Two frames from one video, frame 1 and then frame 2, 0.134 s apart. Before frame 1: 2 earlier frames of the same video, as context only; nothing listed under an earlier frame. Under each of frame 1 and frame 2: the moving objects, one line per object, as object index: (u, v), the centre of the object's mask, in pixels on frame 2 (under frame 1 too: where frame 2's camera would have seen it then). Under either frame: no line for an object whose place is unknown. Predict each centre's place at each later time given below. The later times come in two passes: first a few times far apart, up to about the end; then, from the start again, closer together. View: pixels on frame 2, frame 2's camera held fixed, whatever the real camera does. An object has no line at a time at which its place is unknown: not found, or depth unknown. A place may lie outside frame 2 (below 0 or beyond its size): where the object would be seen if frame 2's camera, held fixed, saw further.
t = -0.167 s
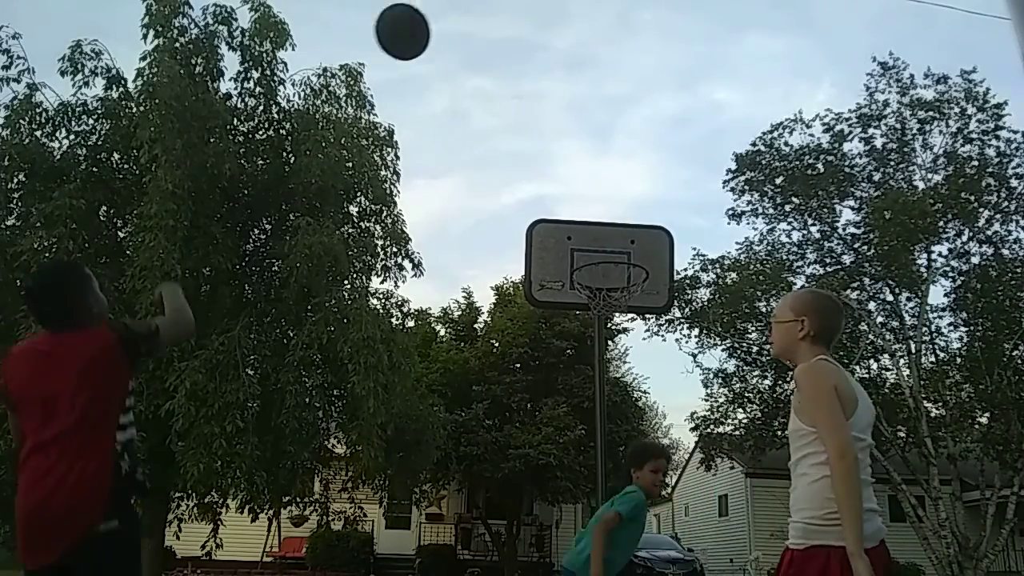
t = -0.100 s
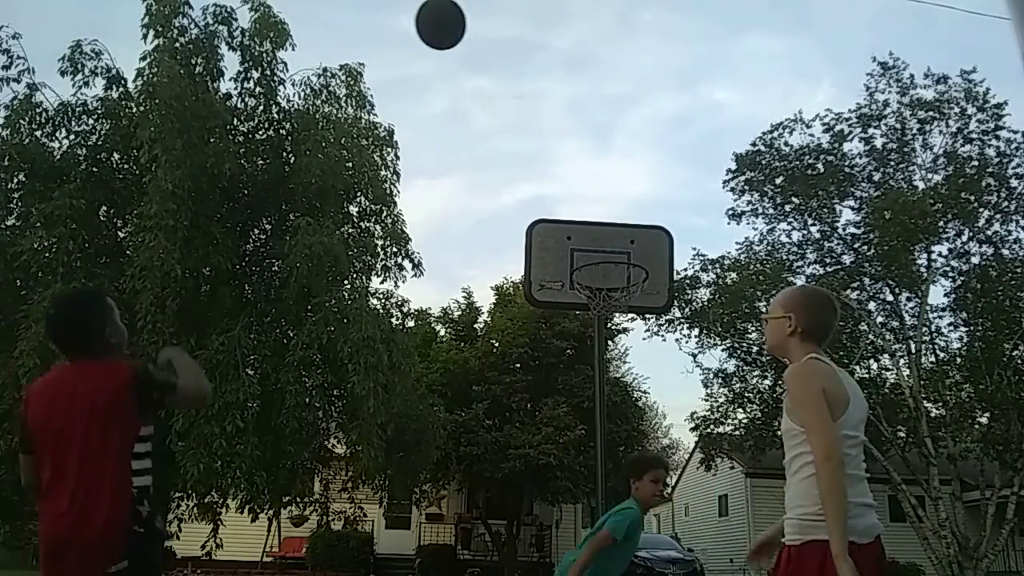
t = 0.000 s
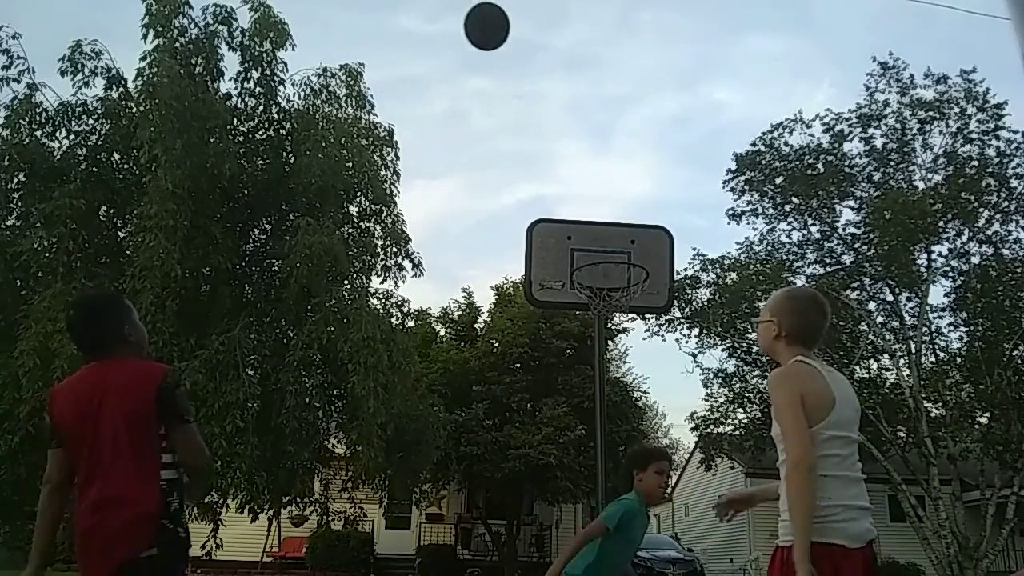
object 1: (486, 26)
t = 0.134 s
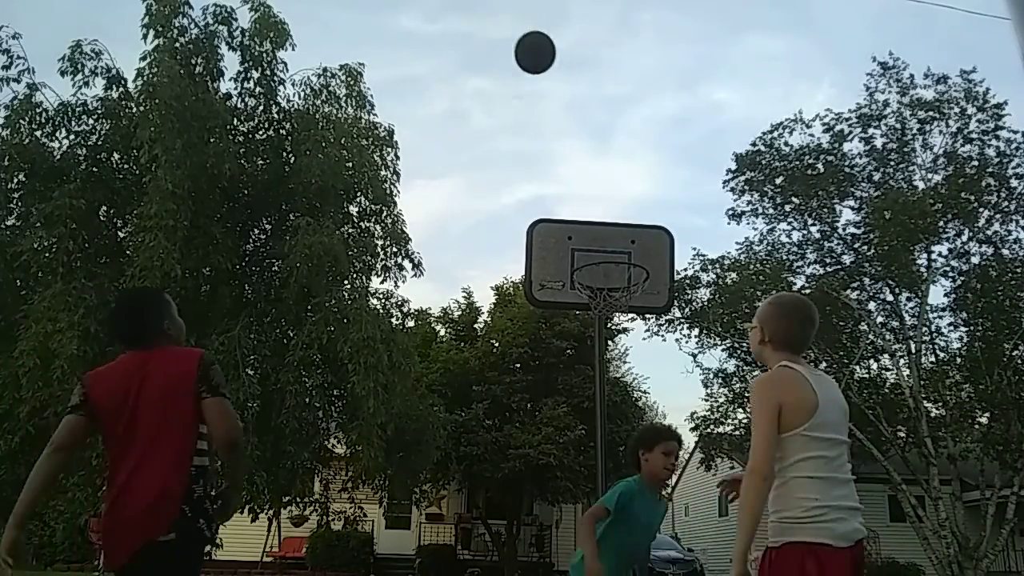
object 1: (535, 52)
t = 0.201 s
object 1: (555, 73)
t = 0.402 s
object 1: (606, 163)
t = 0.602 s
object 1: (656, 200)
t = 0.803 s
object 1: (721, 222)
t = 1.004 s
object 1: (799, 316)
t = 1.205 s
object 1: (907, 512)
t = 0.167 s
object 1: (545, 62)
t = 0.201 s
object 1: (555, 73)
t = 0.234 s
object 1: (565, 86)
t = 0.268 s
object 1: (574, 99)
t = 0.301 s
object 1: (582, 113)
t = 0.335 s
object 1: (590, 129)
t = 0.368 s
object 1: (598, 145)
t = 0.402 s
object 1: (606, 163)
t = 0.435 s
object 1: (613, 181)
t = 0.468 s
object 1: (620, 200)
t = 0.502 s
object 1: (627, 210)
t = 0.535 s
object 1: (636, 205)
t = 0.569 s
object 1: (646, 202)
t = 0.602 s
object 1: (656, 200)
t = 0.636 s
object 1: (666, 200)
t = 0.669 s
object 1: (676, 201)
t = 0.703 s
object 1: (687, 204)
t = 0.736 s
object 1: (698, 208)
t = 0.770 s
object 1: (709, 214)
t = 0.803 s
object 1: (721, 222)
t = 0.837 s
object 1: (733, 233)
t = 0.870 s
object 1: (745, 244)
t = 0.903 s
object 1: (759, 259)
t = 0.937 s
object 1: (773, 275)
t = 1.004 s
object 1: (799, 316)
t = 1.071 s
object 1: (833, 365)
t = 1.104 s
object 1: (850, 398)
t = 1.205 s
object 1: (907, 512)
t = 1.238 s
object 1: (928, 557)
